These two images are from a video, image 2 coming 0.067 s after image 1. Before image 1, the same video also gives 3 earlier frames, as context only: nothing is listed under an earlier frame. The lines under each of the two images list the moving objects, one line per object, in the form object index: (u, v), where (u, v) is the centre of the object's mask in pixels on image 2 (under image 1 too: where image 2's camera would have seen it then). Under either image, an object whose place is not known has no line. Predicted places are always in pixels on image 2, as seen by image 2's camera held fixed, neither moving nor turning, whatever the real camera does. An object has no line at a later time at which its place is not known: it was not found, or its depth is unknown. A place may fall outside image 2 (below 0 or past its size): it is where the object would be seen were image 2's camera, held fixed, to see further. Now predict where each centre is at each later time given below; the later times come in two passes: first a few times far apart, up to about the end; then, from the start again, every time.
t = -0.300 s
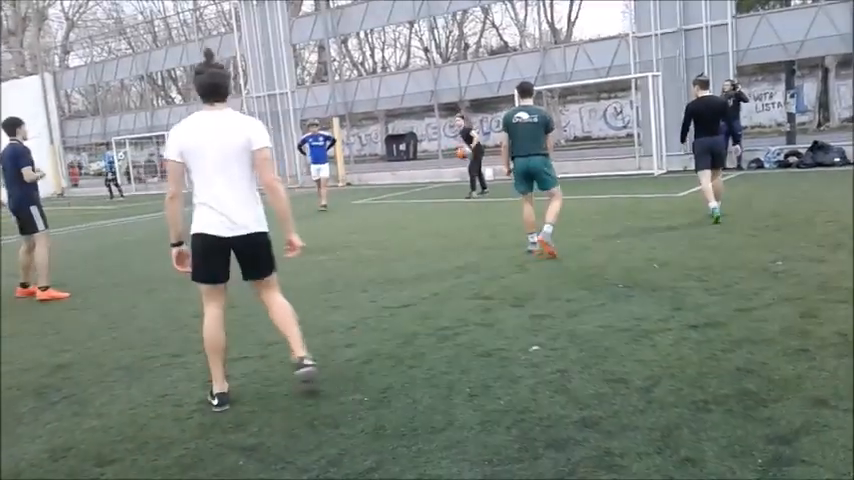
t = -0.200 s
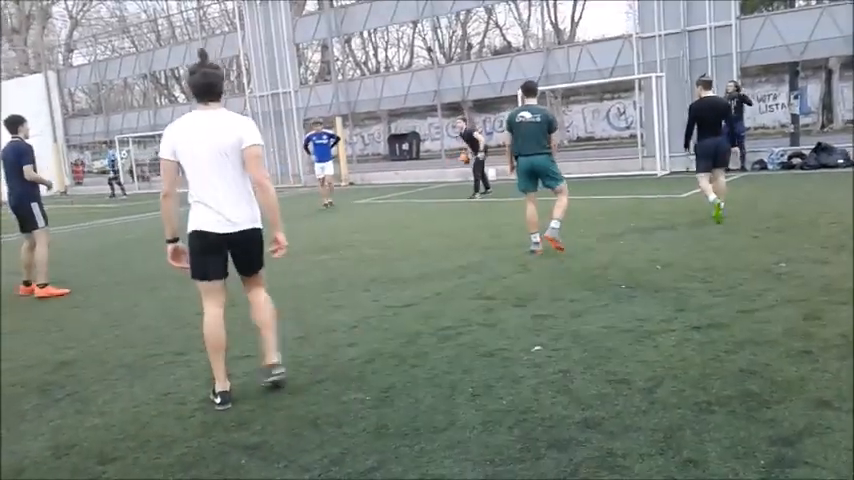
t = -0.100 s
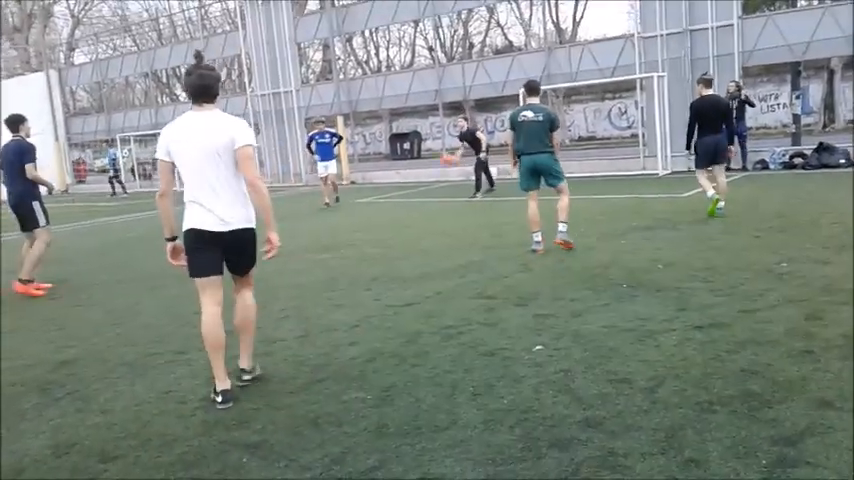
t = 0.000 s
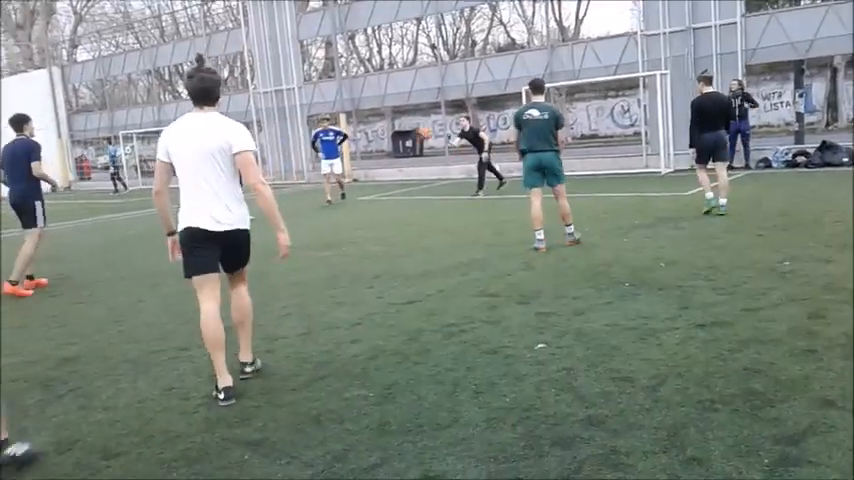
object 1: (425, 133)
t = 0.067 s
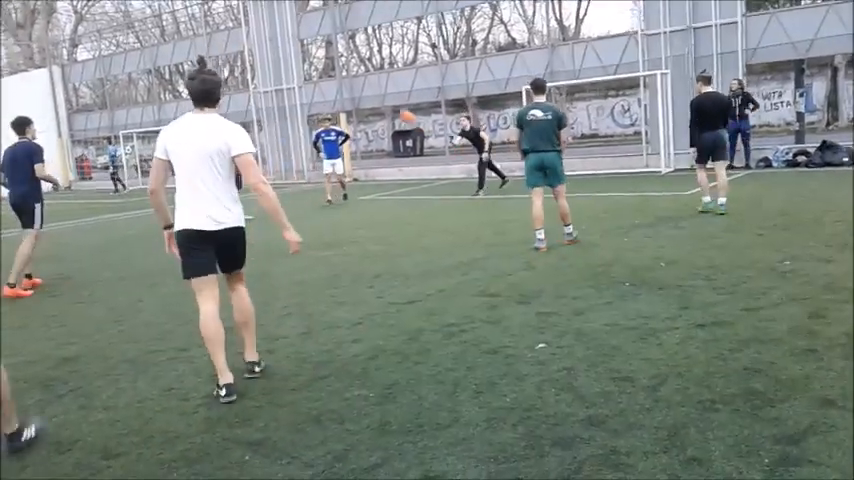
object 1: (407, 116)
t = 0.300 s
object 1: (335, 74)
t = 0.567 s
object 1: (235, 61)
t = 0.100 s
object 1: (397, 109)
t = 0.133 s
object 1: (389, 102)
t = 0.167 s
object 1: (377, 95)
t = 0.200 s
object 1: (367, 88)
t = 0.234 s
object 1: (356, 83)
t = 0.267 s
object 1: (347, 80)
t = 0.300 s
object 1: (335, 74)
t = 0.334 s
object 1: (325, 70)
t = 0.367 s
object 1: (313, 66)
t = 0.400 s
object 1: (301, 64)
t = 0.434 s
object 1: (288, 63)
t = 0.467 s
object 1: (275, 60)
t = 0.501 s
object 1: (262, 60)
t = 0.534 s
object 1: (248, 60)
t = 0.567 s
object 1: (235, 61)
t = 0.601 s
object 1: (220, 63)
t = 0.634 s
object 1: (204, 67)
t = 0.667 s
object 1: (172, 76)
